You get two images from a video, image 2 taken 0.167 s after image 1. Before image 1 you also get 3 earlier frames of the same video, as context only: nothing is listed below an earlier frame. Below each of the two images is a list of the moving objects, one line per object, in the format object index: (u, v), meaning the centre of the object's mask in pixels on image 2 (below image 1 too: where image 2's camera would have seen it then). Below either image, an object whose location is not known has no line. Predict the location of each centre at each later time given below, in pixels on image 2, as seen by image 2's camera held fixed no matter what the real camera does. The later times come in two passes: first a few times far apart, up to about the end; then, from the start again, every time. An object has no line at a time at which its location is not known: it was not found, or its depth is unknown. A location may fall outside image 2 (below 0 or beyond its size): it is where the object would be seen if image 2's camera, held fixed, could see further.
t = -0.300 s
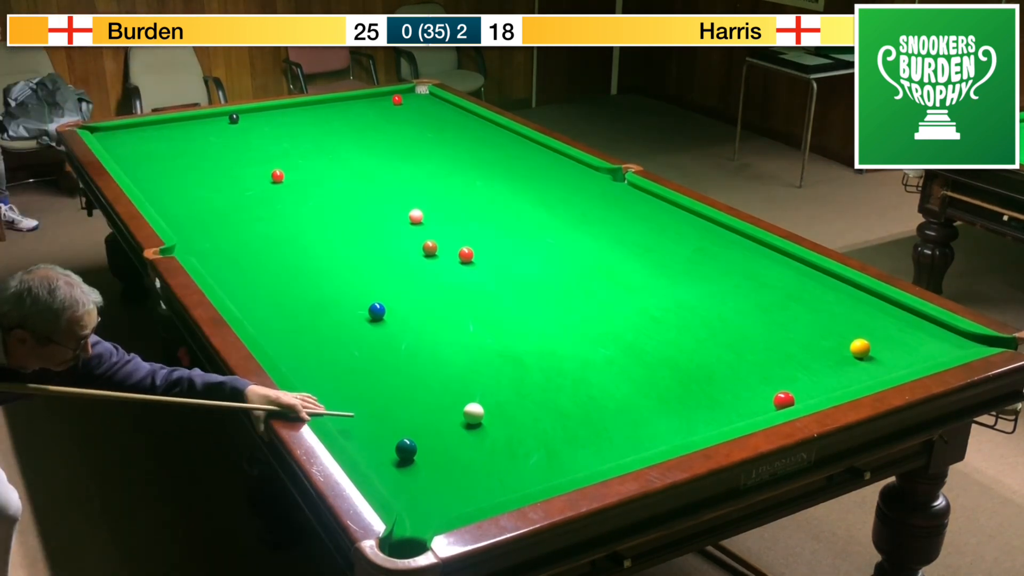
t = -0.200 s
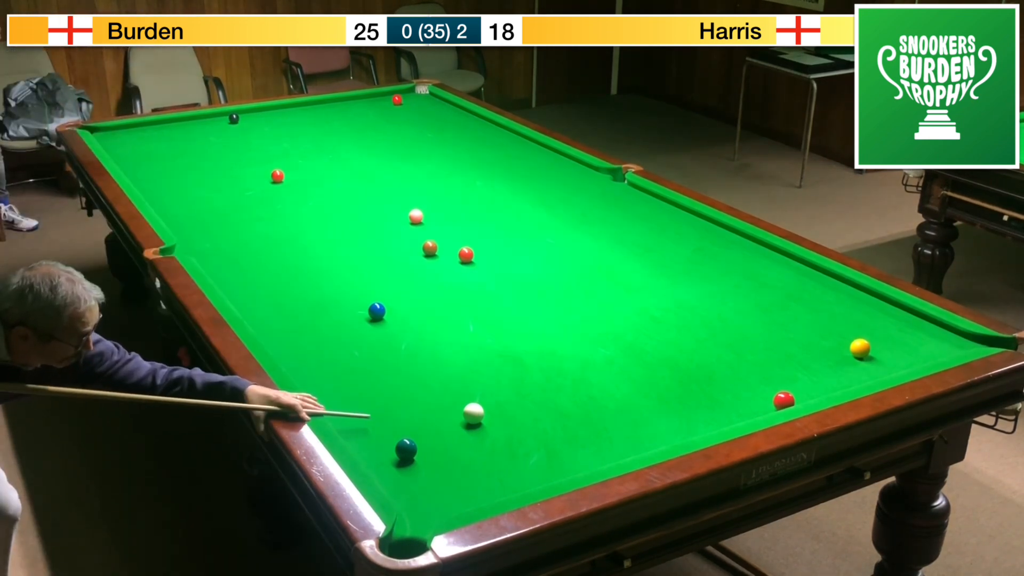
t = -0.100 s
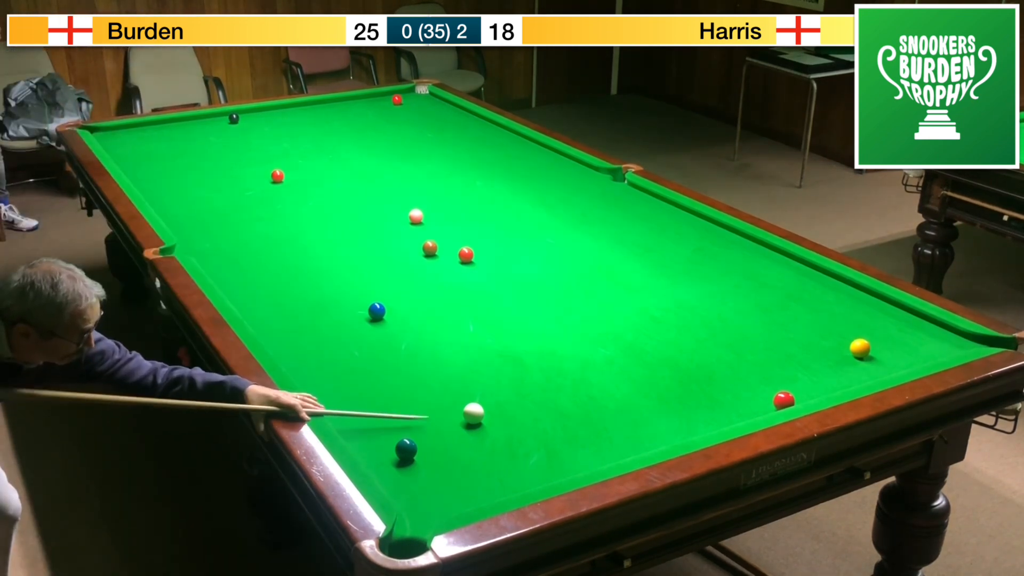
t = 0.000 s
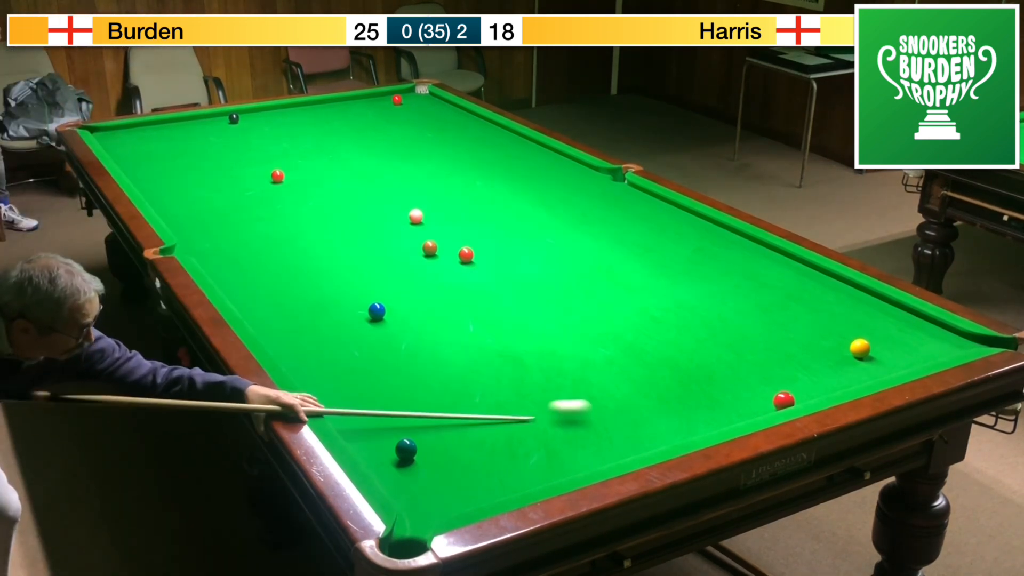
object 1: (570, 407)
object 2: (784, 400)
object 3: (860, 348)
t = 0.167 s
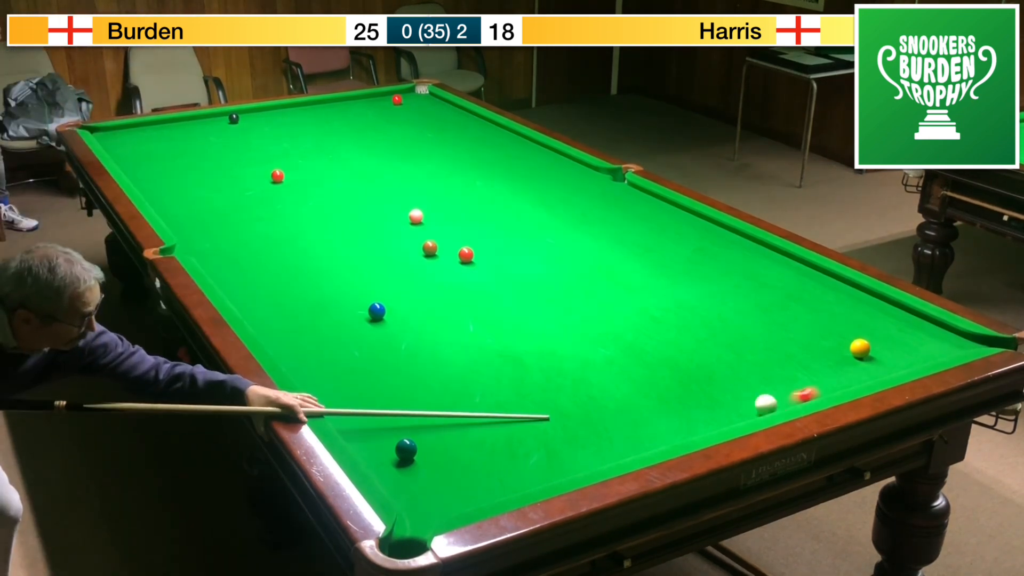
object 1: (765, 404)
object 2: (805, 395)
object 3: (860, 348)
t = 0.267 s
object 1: (766, 407)
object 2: (852, 366)
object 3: (860, 348)
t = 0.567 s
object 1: (707, 414)
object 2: (966, 341)
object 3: (830, 299)
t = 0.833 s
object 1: (655, 416)
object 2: (936, 351)
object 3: (803, 266)
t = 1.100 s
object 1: (606, 419)
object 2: (899, 365)
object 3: (746, 252)
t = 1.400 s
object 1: (556, 422)
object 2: (858, 379)
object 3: (688, 238)
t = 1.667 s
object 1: (515, 423)
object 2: (820, 391)
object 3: (643, 227)
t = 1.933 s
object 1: (478, 424)
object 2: (783, 402)
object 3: (602, 217)
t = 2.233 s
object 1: (440, 426)
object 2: (742, 414)
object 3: (560, 207)
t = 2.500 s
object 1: (411, 425)
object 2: (707, 424)
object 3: (527, 200)
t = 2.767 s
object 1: (385, 427)
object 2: (673, 434)
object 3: (497, 192)
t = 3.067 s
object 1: (360, 428)
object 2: (637, 444)
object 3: (466, 185)
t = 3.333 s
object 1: (343, 427)
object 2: (608, 452)
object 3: (441, 179)
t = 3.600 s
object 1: (349, 424)
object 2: (581, 460)
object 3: (419, 174)
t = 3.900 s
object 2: (553, 469)
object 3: (395, 168)
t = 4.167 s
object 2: (531, 475)
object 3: (377, 164)
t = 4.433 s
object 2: (512, 481)
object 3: (360, 160)
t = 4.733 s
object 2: (494, 486)
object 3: (343, 156)
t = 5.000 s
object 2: (480, 490)
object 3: (330, 153)
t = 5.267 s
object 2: (470, 491)
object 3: (318, 150)
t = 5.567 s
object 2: (462, 493)
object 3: (306, 148)
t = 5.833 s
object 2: (459, 493)
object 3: (298, 146)
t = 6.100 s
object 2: (460, 493)
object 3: (290, 144)
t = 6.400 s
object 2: (460, 493)
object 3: (283, 143)
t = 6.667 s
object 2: (460, 493)
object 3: (279, 142)
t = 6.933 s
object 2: (460, 493)
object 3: (275, 141)
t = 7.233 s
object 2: (460, 493)
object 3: (273, 141)
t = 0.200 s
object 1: (767, 405)
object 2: (823, 386)
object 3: (860, 348)
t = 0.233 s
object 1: (768, 407)
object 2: (838, 377)
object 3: (860, 348)
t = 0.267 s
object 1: (766, 407)
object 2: (852, 366)
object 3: (860, 348)
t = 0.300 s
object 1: (760, 408)
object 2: (866, 358)
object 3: (858, 345)
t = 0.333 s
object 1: (754, 409)
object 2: (883, 356)
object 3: (855, 340)
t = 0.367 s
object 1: (747, 410)
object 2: (900, 356)
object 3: (851, 332)
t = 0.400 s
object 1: (740, 411)
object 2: (917, 355)
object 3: (847, 325)
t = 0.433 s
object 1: (733, 412)
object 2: (931, 353)
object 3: (843, 319)
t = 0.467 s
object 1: (727, 413)
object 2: (946, 351)
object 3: (840, 314)
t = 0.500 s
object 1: (720, 413)
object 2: (953, 348)
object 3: (836, 308)
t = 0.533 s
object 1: (713, 413)
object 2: (959, 344)
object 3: (833, 303)
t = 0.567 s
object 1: (707, 414)
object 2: (966, 341)
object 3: (830, 299)
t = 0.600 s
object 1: (700, 414)
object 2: (971, 339)
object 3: (828, 294)
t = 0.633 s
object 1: (693, 414)
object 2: (966, 340)
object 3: (825, 289)
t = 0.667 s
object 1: (687, 415)
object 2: (960, 343)
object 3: (822, 284)
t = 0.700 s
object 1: (680, 415)
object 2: (955, 345)
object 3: (820, 280)
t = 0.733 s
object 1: (674, 415)
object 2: (950, 346)
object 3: (817, 276)
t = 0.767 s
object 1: (667, 416)
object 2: (945, 348)
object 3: (815, 272)
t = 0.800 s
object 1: (661, 416)
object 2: (941, 350)
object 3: (812, 267)
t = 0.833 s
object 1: (655, 416)
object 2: (936, 351)
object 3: (803, 266)
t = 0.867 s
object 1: (649, 417)
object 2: (932, 353)
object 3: (796, 264)
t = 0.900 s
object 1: (642, 417)
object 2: (927, 355)
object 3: (788, 262)
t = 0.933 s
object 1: (636, 418)
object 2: (922, 356)
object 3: (780, 261)
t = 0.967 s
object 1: (630, 418)
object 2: (918, 358)
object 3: (773, 259)
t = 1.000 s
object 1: (624, 418)
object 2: (913, 360)
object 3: (766, 257)
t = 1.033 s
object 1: (618, 419)
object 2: (909, 361)
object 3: (759, 255)
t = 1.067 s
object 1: (612, 419)
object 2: (904, 363)
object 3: (752, 254)
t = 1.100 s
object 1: (606, 419)
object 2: (899, 365)
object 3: (746, 252)
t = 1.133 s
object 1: (601, 420)
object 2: (895, 366)
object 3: (738, 250)
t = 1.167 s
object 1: (595, 420)
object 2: (890, 368)
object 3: (732, 249)
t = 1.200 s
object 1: (589, 420)
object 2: (886, 369)
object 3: (726, 247)
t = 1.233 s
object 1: (583, 420)
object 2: (881, 371)
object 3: (719, 245)
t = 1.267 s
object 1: (578, 421)
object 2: (877, 373)
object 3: (713, 244)
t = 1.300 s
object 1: (573, 421)
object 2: (872, 374)
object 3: (706, 242)
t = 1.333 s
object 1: (567, 421)
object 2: (868, 376)
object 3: (700, 241)
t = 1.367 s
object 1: (561, 421)
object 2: (863, 377)
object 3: (694, 239)
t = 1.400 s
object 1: (556, 422)
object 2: (858, 379)
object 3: (688, 238)
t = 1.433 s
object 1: (551, 422)
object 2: (854, 381)
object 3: (682, 237)
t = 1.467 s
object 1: (546, 422)
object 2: (849, 382)
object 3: (677, 235)
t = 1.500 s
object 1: (540, 422)
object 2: (844, 384)
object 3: (670, 234)
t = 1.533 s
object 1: (535, 423)
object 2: (839, 385)
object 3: (665, 232)
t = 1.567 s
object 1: (530, 423)
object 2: (835, 386)
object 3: (659, 231)
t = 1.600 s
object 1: (525, 423)
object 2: (829, 388)
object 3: (653, 230)
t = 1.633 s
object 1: (520, 423)
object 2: (825, 389)
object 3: (648, 228)
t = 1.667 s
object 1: (515, 423)
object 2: (820, 391)
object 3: (643, 227)
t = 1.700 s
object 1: (510, 423)
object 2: (816, 392)
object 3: (637, 226)
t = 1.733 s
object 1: (505, 423)
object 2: (810, 394)
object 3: (632, 224)
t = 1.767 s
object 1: (501, 423)
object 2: (806, 395)
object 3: (627, 223)
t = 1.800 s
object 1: (496, 424)
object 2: (801, 396)
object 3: (622, 222)
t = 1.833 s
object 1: (491, 424)
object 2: (797, 398)
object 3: (616, 221)
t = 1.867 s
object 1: (487, 424)
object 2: (792, 399)
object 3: (611, 220)
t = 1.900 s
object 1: (483, 424)
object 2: (788, 400)
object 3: (606, 218)
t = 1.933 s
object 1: (478, 424)
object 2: (783, 402)
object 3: (602, 217)
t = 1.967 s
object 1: (474, 424)
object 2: (778, 403)
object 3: (597, 216)
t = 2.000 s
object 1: (469, 425)
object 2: (774, 405)
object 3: (592, 215)
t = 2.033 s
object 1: (465, 425)
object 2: (769, 406)
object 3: (587, 214)
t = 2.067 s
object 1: (460, 425)
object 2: (764, 407)
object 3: (583, 213)
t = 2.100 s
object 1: (457, 425)
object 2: (760, 408)
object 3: (578, 212)
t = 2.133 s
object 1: (452, 425)
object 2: (756, 410)
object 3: (574, 210)
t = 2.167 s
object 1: (448, 425)
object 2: (751, 411)
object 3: (569, 210)
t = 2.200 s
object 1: (444, 426)
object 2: (746, 413)
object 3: (565, 208)
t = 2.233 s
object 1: (440, 426)
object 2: (742, 414)
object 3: (560, 207)
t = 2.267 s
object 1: (436, 426)
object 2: (738, 415)
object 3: (556, 206)
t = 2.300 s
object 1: (433, 426)
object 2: (733, 416)
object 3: (552, 205)
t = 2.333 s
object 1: (429, 426)
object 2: (729, 418)
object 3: (547, 204)
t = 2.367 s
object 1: (425, 426)
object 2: (724, 419)
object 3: (543, 203)
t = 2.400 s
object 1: (421, 426)
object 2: (720, 420)
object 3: (539, 202)
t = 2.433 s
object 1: (418, 426)
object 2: (716, 422)
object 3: (535, 201)
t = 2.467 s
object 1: (414, 426)
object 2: (711, 423)
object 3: (531, 200)
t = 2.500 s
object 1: (411, 425)
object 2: (707, 424)
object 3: (527, 200)
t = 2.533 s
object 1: (407, 426)
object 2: (703, 425)
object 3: (523, 198)
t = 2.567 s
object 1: (404, 426)
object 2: (698, 427)
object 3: (519, 197)
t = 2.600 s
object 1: (401, 426)
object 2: (694, 428)
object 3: (515, 196)
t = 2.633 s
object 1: (397, 426)
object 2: (690, 429)
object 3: (512, 196)
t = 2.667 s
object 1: (394, 426)
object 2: (686, 430)
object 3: (508, 195)
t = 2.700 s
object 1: (391, 426)
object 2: (682, 431)
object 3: (504, 194)
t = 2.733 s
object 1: (388, 427)
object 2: (677, 432)
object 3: (500, 193)
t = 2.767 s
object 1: (385, 427)
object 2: (673, 434)
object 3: (497, 192)
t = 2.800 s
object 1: (382, 427)
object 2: (669, 435)
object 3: (493, 191)
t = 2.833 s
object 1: (379, 427)
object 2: (665, 436)
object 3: (490, 190)
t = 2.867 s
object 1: (376, 427)
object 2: (661, 437)
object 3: (486, 190)
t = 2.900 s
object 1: (373, 427)
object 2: (657, 438)
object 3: (483, 189)
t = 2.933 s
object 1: (371, 427)
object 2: (653, 440)
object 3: (479, 188)
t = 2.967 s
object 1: (368, 427)
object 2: (649, 441)
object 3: (476, 187)
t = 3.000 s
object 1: (365, 427)
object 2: (645, 442)
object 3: (472, 187)
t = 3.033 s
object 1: (363, 427)
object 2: (642, 443)
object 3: (469, 186)
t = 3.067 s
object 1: (360, 428)
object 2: (637, 444)
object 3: (466, 185)
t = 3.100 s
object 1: (357, 428)
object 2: (634, 445)
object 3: (463, 184)
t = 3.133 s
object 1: (355, 428)
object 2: (630, 446)
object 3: (459, 183)
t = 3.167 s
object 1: (352, 428)
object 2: (626, 447)
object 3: (457, 182)
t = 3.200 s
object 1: (350, 428)
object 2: (622, 448)
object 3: (453, 182)
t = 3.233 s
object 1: (348, 428)
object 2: (619, 449)
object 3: (450, 181)
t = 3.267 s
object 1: (346, 428)
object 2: (615, 450)
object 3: (447, 180)
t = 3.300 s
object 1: (344, 428)
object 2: (612, 451)
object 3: (444, 180)
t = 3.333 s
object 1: (343, 427)
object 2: (608, 452)
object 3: (441, 179)
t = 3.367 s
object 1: (344, 427)
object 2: (604, 453)
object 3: (438, 178)
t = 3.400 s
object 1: (345, 427)
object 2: (601, 454)
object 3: (435, 178)
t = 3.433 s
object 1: (345, 426)
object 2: (598, 456)
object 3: (433, 177)
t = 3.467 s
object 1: (346, 426)
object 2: (594, 456)
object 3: (429, 176)
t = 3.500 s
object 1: (347, 426)
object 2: (591, 457)
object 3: (427, 176)
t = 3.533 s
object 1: (347, 425)
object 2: (587, 458)
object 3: (424, 175)
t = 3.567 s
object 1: (348, 424)
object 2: (584, 459)
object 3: (421, 174)
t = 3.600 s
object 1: (349, 424)
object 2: (581, 460)
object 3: (419, 174)
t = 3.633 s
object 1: (349, 424)
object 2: (577, 461)
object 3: (416, 173)
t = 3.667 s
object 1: (350, 423)
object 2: (574, 462)
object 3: (413, 172)
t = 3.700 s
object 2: (571, 463)
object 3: (411, 172)
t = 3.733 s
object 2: (568, 464)
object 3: (408, 171)
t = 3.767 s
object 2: (565, 465)
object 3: (405, 171)
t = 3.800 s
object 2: (562, 466)
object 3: (403, 170)
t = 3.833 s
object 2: (559, 467)
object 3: (401, 170)
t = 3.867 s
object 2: (556, 468)
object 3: (398, 169)
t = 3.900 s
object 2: (553, 469)
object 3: (395, 168)
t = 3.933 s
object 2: (550, 470)
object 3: (393, 168)
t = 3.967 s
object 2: (547, 470)
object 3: (391, 167)
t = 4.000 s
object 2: (545, 471)
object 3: (388, 167)
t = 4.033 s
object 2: (542, 472)
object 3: (386, 166)
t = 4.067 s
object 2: (539, 473)
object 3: (384, 166)
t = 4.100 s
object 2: (536, 473)
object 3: (381, 165)
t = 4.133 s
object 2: (534, 474)
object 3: (379, 164)
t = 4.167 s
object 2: (531, 475)
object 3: (377, 164)
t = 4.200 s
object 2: (529, 476)
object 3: (375, 163)
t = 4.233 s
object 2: (526, 477)
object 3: (373, 163)
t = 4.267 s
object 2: (524, 477)
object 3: (370, 162)
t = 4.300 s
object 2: (522, 478)
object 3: (368, 162)
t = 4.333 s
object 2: (519, 479)
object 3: (366, 162)
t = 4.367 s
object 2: (516, 479)
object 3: (364, 161)
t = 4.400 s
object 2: (514, 480)
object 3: (362, 160)
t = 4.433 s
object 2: (512, 481)
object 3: (360, 160)
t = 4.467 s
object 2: (510, 481)
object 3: (358, 160)
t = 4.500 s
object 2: (508, 482)
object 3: (356, 159)
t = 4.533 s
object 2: (506, 483)
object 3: (354, 159)
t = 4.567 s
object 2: (504, 483)
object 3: (352, 158)
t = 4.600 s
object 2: (501, 484)
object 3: (351, 158)
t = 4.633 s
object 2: (500, 484)
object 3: (349, 157)
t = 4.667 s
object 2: (498, 485)
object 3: (347, 157)
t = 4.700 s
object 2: (496, 485)
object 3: (345, 157)
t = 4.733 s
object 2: (494, 486)
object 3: (343, 156)
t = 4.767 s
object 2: (492, 487)
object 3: (342, 156)
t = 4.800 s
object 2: (490, 487)
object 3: (340, 155)
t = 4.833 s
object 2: (489, 488)
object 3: (338, 155)
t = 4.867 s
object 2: (487, 488)
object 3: (337, 154)
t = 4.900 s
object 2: (485, 489)
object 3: (335, 154)
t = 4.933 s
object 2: (483, 489)
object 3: (333, 154)
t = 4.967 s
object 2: (482, 489)
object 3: (332, 153)
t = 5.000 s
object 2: (480, 490)
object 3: (330, 153)
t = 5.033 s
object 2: (479, 490)
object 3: (329, 152)
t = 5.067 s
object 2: (477, 490)
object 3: (327, 152)
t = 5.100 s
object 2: (476, 490)
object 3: (325, 152)
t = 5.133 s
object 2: (475, 491)
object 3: (324, 152)
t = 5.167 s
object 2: (473, 491)
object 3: (322, 151)
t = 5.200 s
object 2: (472, 491)
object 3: (321, 151)
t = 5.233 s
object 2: (471, 491)
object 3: (319, 151)
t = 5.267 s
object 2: (470, 491)
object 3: (318, 150)
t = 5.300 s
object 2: (469, 492)
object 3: (317, 150)
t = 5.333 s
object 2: (468, 492)
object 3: (315, 150)
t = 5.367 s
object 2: (467, 492)
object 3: (314, 149)
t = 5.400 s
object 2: (466, 492)
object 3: (313, 149)
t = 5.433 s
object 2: (465, 492)
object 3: (311, 149)
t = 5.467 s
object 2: (464, 492)
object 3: (310, 148)
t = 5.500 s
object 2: (463, 492)
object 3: (309, 148)
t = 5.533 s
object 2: (463, 492)
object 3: (308, 148)
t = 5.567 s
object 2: (462, 493)
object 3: (306, 148)
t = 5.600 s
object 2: (462, 493)
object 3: (305, 147)
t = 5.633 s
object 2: (461, 493)
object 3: (304, 147)
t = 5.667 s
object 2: (461, 493)
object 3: (303, 147)
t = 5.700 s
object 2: (460, 493)
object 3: (302, 146)
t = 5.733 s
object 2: (460, 493)
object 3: (301, 146)
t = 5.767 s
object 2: (459, 493)
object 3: (300, 146)
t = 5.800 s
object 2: (459, 493)
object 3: (298, 146)
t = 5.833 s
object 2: (459, 493)
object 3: (298, 146)
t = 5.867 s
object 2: (459, 493)
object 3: (296, 145)
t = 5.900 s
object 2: (459, 493)
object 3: (296, 145)
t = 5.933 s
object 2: (459, 493)
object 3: (295, 145)
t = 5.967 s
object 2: (459, 493)
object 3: (294, 145)
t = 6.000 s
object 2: (459, 493)
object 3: (293, 145)
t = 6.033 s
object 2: (460, 493)
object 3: (292, 144)
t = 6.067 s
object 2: (460, 493)
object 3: (291, 144)
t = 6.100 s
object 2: (460, 493)
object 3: (290, 144)
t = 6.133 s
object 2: (460, 493)
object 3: (289, 144)
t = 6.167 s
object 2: (460, 493)
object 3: (289, 143)
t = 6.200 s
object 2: (460, 493)
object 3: (288, 144)
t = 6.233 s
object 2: (460, 493)
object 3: (287, 143)
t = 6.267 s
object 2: (460, 493)
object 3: (286, 143)
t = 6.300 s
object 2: (460, 493)
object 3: (285, 143)
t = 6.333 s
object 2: (460, 493)
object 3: (285, 143)
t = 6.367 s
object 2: (460, 492)
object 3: (284, 143)
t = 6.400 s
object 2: (460, 493)
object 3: (283, 143)
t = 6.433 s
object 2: (460, 493)
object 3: (282, 143)
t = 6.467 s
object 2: (460, 493)
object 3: (282, 142)
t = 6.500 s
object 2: (460, 493)
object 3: (281, 142)
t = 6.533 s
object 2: (460, 492)
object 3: (281, 142)
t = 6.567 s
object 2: (460, 493)
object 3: (280, 142)
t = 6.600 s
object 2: (460, 493)
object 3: (280, 142)
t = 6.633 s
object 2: (460, 493)
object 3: (279, 142)
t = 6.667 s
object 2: (460, 493)
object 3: (279, 142)
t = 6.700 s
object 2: (460, 493)
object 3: (278, 142)
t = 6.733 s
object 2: (460, 493)
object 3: (277, 142)
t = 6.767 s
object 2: (460, 493)
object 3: (277, 142)
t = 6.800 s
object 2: (460, 493)
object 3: (276, 142)
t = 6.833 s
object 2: (460, 493)
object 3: (276, 141)
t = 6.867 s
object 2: (460, 493)
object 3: (276, 141)
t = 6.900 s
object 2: (460, 493)
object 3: (275, 141)
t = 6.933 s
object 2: (460, 493)
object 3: (275, 141)
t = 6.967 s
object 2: (460, 493)
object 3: (275, 141)
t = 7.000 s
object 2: (460, 493)
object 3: (274, 141)
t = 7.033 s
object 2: (460, 493)
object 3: (274, 141)
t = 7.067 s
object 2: (460, 493)
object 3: (274, 141)
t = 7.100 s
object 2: (460, 493)
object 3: (274, 141)
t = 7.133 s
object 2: (460, 493)
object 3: (273, 141)
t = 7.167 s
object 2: (460, 493)
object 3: (273, 141)
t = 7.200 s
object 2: (460, 493)
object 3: (273, 141)
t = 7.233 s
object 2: (460, 493)
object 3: (273, 141)
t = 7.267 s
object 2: (460, 493)
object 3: (273, 141)
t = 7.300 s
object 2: (460, 493)
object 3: (273, 141)
